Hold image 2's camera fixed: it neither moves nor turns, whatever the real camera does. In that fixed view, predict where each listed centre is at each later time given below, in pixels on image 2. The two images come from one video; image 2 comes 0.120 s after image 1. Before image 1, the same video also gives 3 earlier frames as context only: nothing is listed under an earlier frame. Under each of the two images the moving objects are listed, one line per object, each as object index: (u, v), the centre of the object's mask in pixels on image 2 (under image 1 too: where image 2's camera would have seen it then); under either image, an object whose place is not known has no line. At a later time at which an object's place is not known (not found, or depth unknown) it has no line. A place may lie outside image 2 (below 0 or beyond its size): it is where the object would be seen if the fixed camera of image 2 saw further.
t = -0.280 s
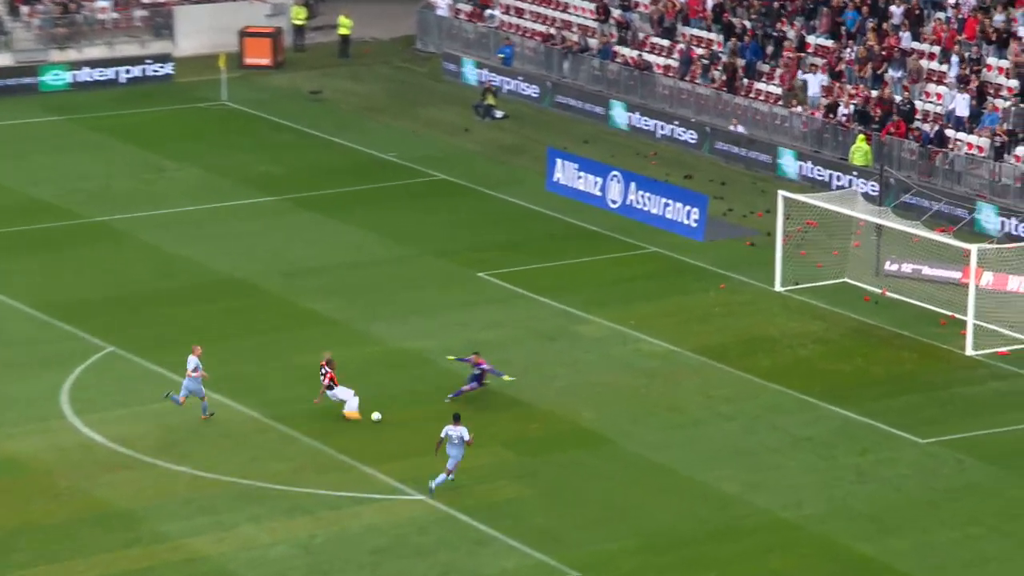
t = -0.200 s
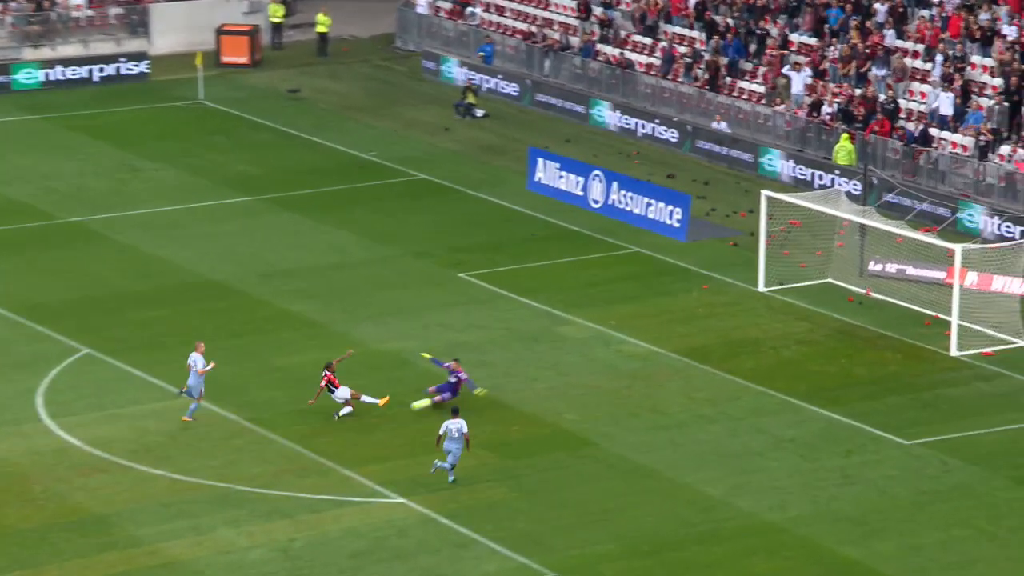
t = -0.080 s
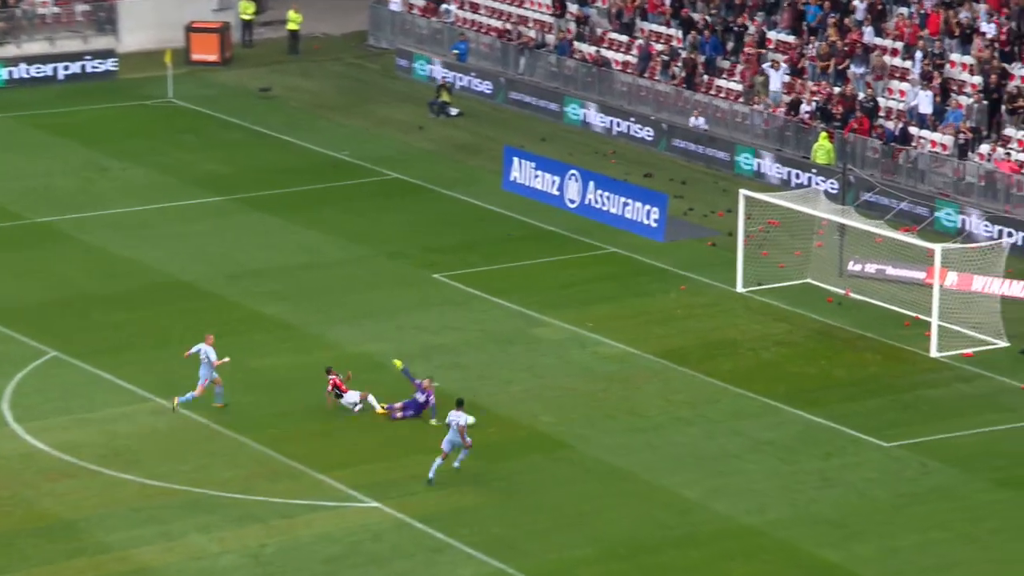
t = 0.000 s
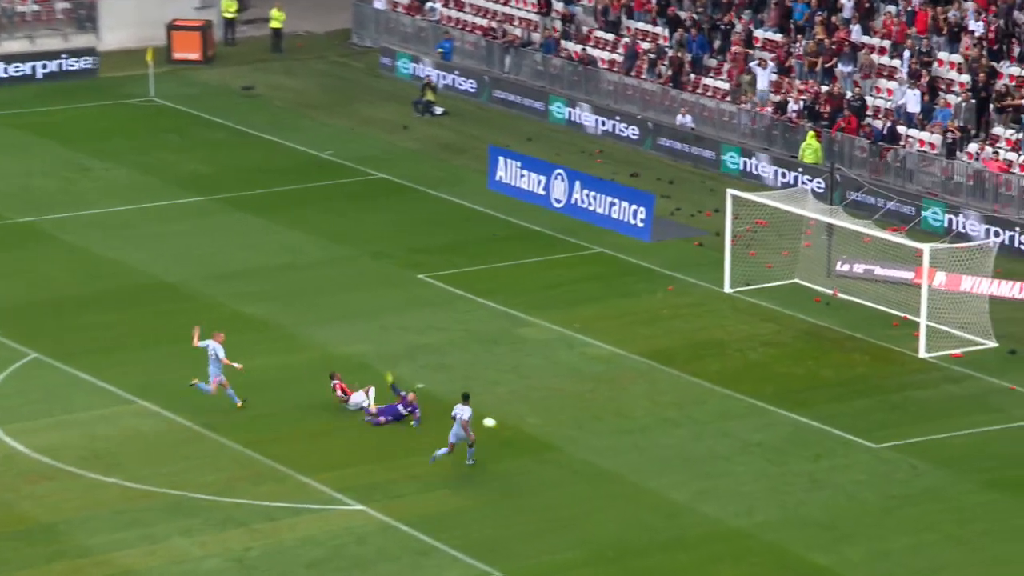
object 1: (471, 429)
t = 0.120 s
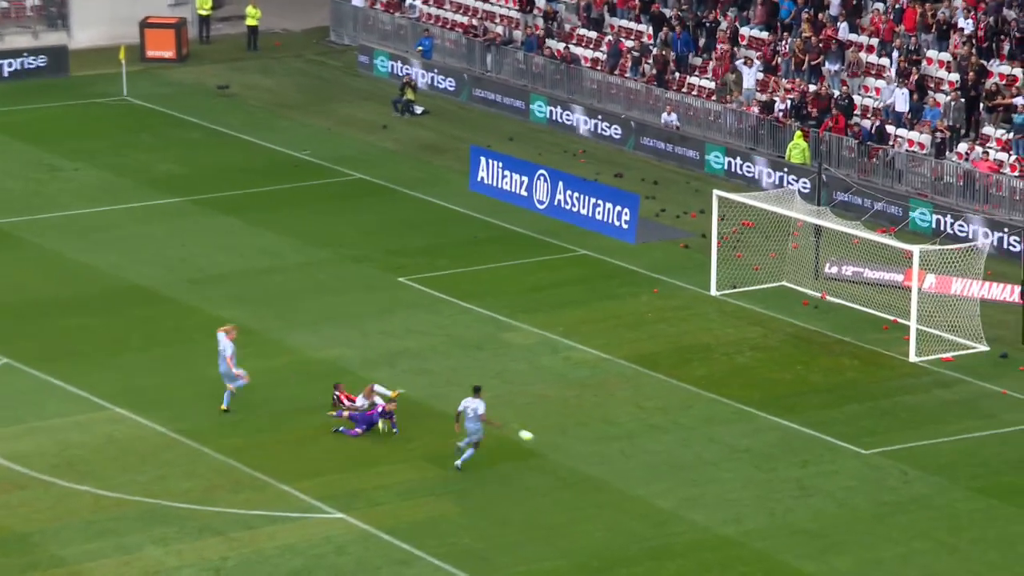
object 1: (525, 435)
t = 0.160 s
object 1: (544, 439)
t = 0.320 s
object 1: (618, 461)
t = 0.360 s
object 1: (637, 469)
